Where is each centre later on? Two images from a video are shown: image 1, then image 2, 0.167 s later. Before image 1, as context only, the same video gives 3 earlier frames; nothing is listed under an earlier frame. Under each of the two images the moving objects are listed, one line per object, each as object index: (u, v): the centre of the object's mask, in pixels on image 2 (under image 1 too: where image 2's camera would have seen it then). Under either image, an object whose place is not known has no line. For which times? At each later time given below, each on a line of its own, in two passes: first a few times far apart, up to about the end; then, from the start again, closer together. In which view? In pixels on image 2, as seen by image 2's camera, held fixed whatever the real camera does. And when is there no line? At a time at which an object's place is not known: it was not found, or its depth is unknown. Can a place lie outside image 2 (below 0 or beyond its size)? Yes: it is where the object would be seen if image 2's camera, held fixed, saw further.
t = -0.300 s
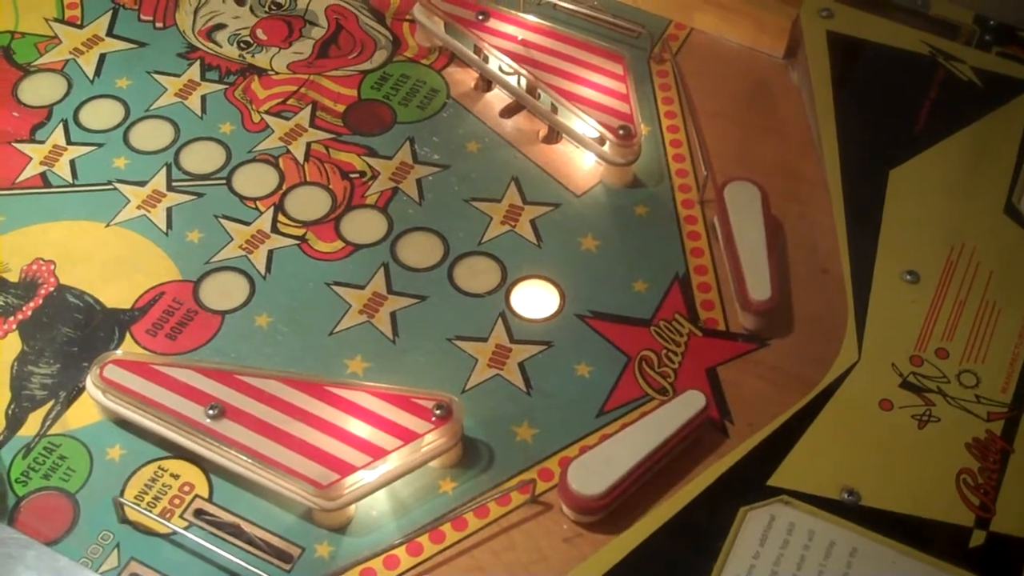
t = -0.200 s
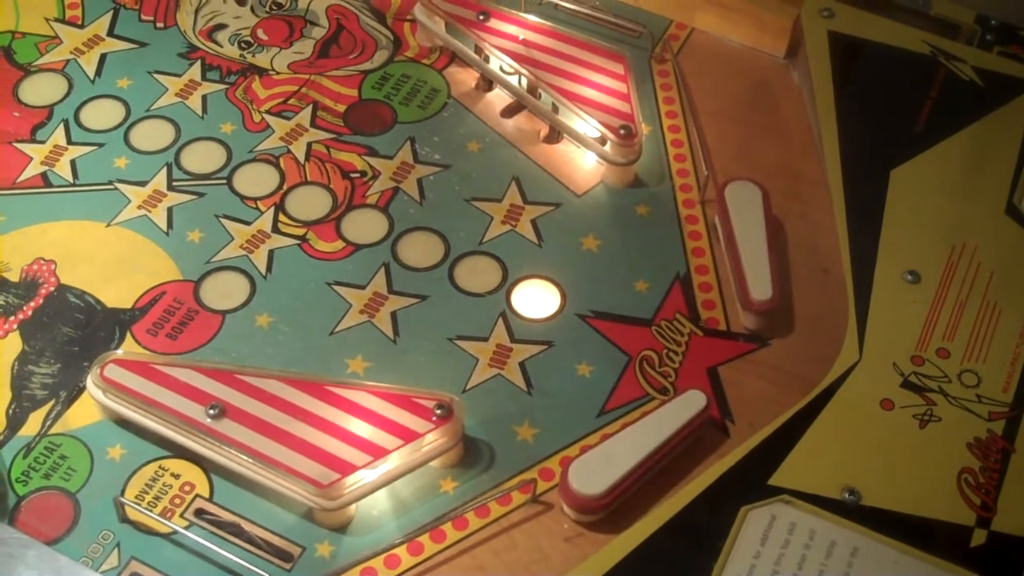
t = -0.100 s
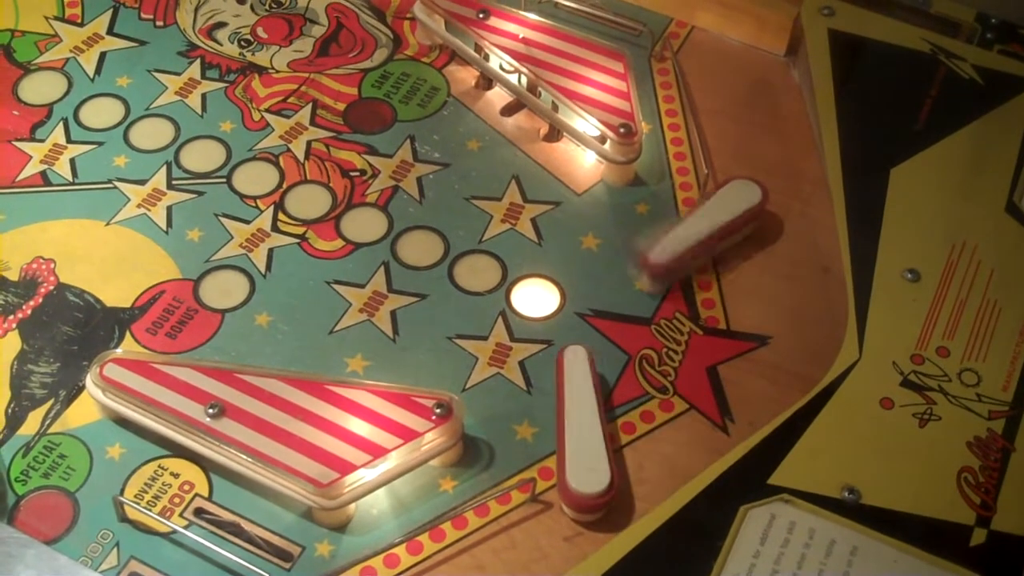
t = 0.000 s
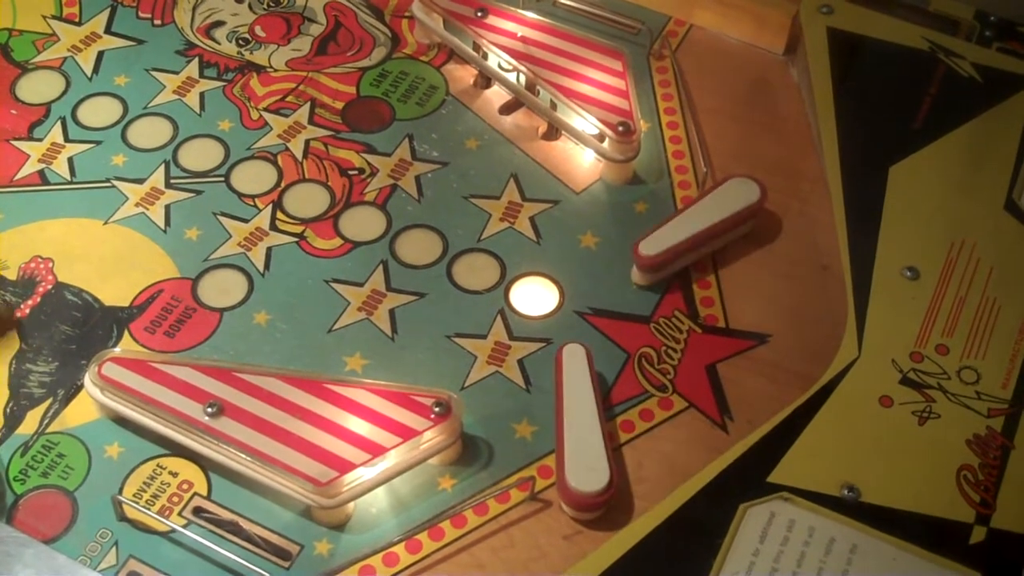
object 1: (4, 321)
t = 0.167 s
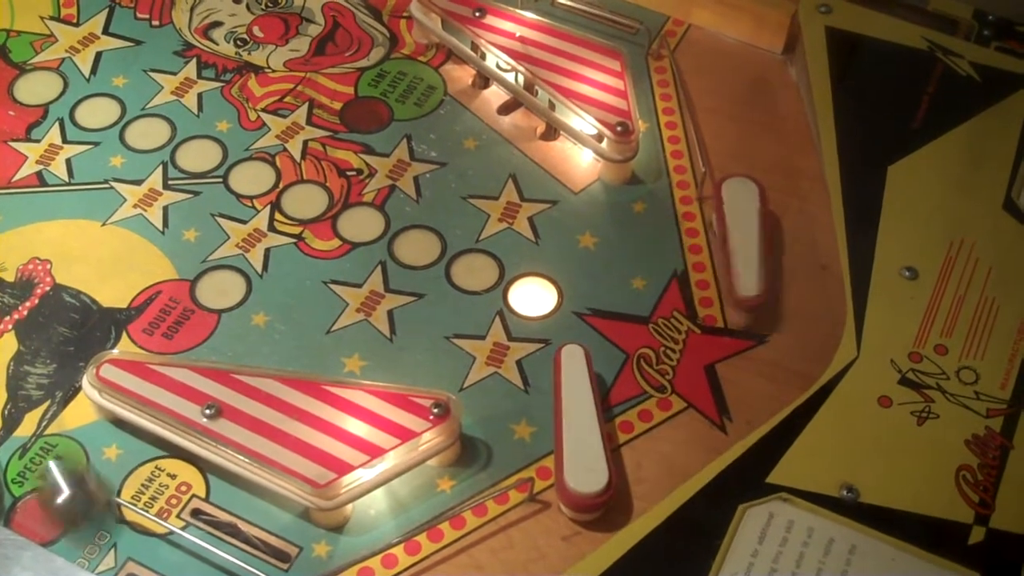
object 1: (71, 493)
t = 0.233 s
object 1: (62, 508)
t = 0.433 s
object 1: (128, 457)
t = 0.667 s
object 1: (193, 493)
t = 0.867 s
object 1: (282, 541)
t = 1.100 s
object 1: (315, 553)
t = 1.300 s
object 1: (312, 554)
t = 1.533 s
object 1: (317, 553)
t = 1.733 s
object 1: (327, 547)
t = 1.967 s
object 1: (349, 543)
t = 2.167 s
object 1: (372, 532)
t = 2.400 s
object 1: (406, 516)
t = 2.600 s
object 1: (439, 495)
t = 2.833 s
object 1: (480, 472)
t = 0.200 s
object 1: (52, 519)
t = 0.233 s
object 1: (62, 508)
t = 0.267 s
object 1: (72, 494)
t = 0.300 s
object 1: (82, 484)
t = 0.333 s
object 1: (93, 474)
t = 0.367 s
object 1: (109, 468)
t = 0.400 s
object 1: (121, 460)
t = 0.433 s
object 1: (128, 457)
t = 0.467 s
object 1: (140, 463)
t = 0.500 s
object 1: (146, 476)
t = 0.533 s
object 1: (153, 484)
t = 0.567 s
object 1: (158, 485)
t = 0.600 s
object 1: (168, 487)
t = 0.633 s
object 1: (180, 490)
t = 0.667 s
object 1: (193, 493)
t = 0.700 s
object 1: (205, 498)
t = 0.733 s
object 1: (218, 504)
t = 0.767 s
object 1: (235, 511)
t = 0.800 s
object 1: (248, 519)
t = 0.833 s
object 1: (262, 526)
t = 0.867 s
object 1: (282, 541)
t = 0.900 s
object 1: (297, 548)
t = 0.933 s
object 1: (311, 552)
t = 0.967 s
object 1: (319, 551)
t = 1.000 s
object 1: (319, 544)
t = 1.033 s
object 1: (319, 544)
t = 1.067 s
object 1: (317, 546)
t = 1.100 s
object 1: (315, 553)
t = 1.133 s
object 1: (313, 554)
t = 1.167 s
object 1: (311, 553)
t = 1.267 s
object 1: (310, 553)
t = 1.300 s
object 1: (312, 554)
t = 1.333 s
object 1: (313, 555)
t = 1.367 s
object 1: (312, 553)
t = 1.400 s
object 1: (313, 553)
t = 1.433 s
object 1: (314, 554)
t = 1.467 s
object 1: (316, 553)
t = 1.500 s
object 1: (317, 553)
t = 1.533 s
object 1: (317, 553)
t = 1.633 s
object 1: (321, 550)
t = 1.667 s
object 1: (322, 549)
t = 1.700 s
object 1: (325, 548)
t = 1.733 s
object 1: (327, 547)
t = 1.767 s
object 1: (329, 546)
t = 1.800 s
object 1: (333, 546)
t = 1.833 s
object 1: (336, 545)
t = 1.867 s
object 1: (338, 543)
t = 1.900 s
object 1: (341, 541)
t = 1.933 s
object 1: (343, 540)
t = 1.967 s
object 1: (349, 543)
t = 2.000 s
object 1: (353, 541)
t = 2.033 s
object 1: (353, 534)
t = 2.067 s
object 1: (355, 533)
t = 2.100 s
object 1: (359, 531)
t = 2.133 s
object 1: (367, 534)
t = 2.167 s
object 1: (372, 532)
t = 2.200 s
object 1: (376, 529)
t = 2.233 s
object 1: (376, 524)
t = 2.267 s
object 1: (383, 522)
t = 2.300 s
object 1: (387, 520)
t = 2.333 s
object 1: (395, 520)
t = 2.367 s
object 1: (400, 517)
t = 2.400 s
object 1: (406, 516)
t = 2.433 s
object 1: (409, 508)
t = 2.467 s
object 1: (417, 509)
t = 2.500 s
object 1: (420, 503)
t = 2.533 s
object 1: (429, 503)
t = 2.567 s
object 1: (432, 497)
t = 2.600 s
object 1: (439, 495)
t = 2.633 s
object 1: (444, 491)
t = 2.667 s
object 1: (447, 488)
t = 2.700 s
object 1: (457, 485)
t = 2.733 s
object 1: (462, 482)
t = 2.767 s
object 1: (467, 478)
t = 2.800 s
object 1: (473, 475)
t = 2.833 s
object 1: (480, 472)
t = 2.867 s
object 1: (487, 468)
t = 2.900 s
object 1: (493, 464)
